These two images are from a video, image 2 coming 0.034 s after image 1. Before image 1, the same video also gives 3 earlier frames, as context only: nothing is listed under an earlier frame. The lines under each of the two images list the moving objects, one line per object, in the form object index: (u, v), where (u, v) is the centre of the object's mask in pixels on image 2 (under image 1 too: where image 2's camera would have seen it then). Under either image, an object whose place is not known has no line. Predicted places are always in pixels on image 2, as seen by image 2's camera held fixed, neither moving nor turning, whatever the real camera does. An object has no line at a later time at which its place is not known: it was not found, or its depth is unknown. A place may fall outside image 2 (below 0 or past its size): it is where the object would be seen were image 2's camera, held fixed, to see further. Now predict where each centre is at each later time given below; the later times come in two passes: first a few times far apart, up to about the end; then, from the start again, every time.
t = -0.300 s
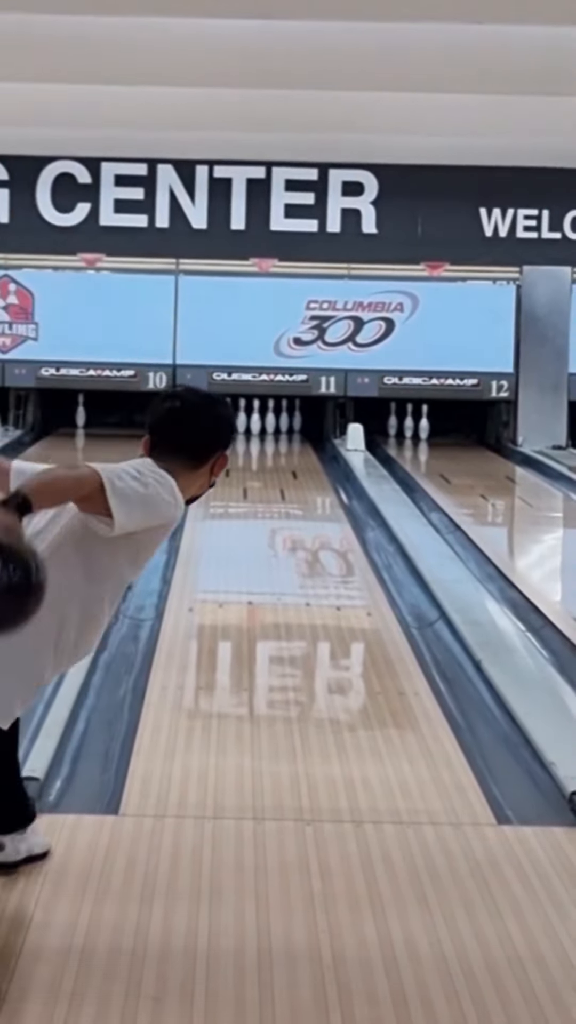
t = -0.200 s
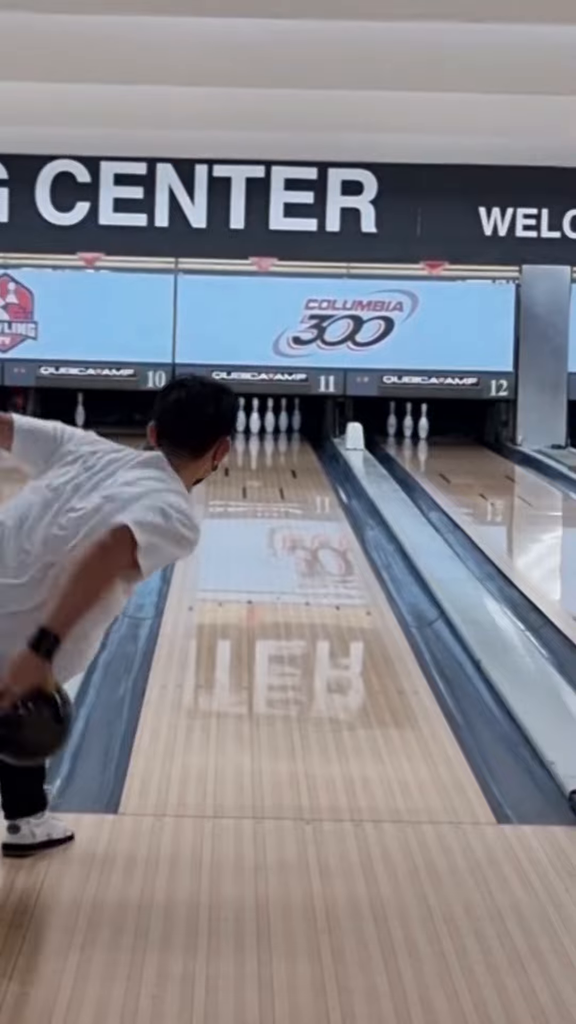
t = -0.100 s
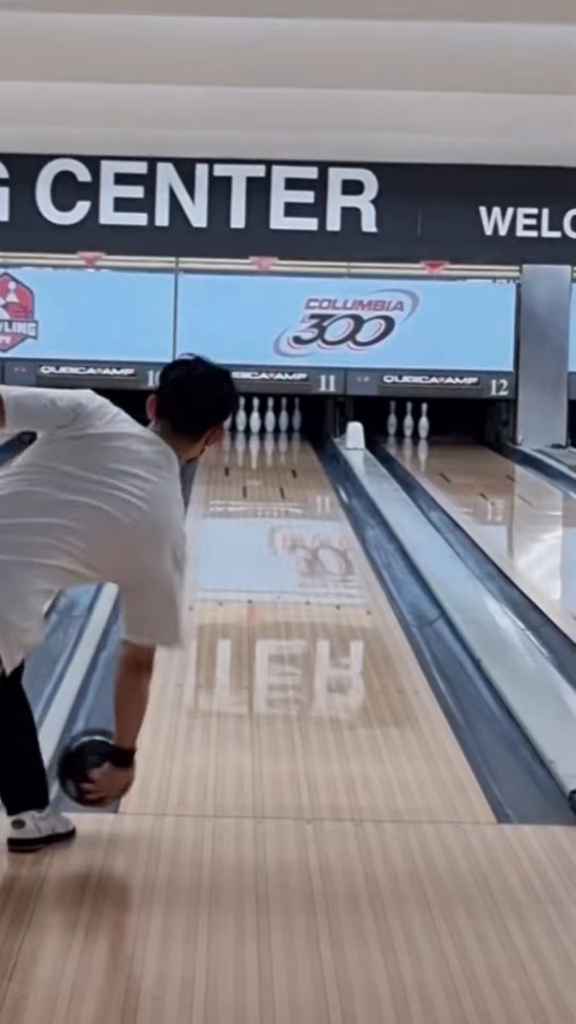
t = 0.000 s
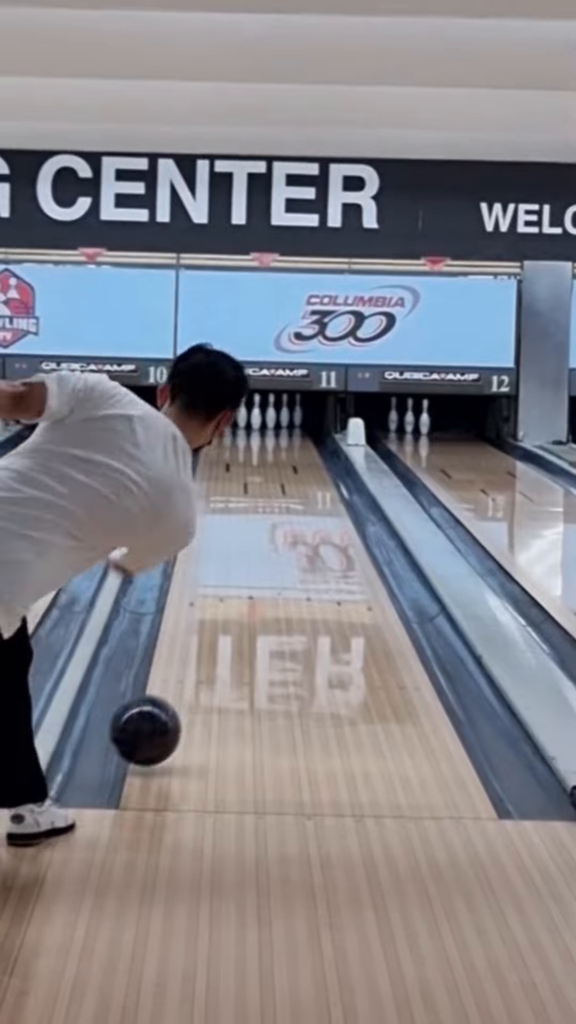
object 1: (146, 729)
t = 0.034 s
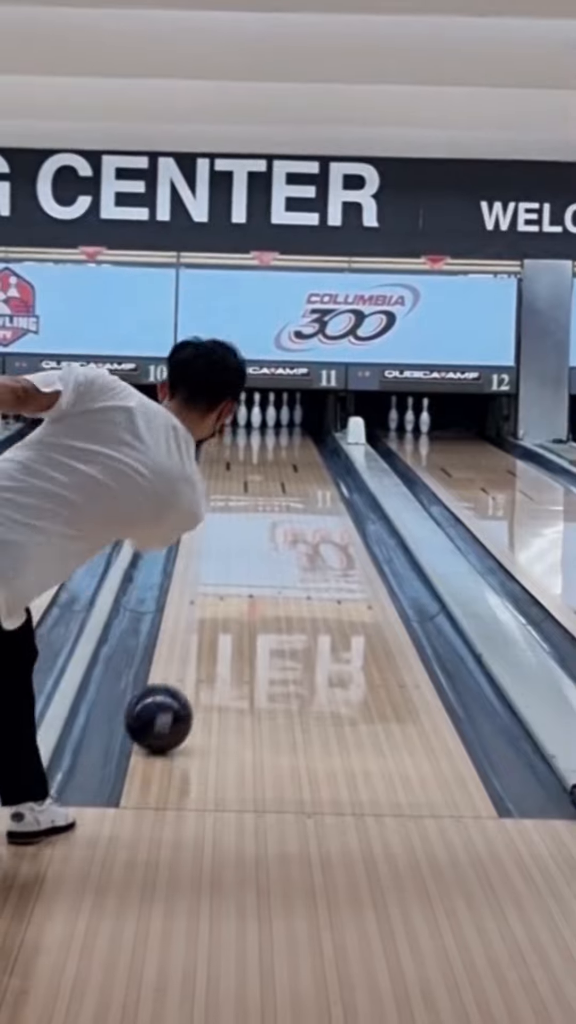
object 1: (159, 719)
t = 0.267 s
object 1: (222, 631)
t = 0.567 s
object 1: (271, 560)
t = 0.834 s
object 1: (298, 519)
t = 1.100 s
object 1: (314, 489)
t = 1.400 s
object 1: (320, 464)
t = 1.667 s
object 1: (314, 446)
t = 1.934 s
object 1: (296, 434)
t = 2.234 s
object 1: (270, 423)
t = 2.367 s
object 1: (260, 419)
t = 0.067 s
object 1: (170, 701)
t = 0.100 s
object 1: (180, 689)
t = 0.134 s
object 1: (190, 676)
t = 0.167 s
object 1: (199, 664)
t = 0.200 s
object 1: (207, 652)
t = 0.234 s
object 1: (215, 641)
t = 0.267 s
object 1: (222, 631)
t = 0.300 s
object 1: (229, 621)
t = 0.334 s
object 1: (235, 612)
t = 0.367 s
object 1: (241, 604)
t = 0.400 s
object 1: (247, 595)
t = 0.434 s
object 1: (252, 587)
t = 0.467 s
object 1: (257, 580)
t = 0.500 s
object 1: (262, 573)
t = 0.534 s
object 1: (267, 566)
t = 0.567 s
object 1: (271, 560)
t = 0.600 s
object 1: (275, 554)
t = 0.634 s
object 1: (279, 548)
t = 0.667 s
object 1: (282, 543)
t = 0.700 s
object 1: (286, 538)
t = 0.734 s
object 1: (289, 533)
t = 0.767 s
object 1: (292, 528)
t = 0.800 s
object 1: (295, 524)
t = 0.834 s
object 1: (298, 519)
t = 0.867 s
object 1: (300, 515)
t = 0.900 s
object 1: (303, 511)
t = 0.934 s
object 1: (305, 507)
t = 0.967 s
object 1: (307, 503)
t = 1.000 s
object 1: (309, 499)
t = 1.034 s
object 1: (311, 496)
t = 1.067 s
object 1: (313, 492)
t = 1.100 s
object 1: (314, 489)
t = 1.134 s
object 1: (316, 486)
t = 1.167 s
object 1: (317, 483)
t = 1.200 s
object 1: (318, 480)
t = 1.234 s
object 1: (319, 477)
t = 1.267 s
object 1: (319, 475)
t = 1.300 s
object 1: (320, 471)
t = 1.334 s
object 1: (321, 469)
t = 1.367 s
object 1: (320, 467)
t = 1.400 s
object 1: (320, 464)
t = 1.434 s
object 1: (321, 462)
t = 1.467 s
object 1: (320, 459)
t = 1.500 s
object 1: (320, 457)
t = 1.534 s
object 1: (319, 455)
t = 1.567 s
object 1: (318, 452)
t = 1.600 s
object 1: (317, 450)
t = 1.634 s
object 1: (316, 449)
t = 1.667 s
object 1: (314, 446)
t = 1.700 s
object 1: (313, 445)
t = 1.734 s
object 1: (311, 443)
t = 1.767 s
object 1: (308, 441)
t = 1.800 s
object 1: (306, 440)
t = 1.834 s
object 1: (303, 438)
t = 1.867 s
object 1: (301, 436)
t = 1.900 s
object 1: (299, 435)
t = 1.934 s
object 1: (296, 434)
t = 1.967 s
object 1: (291, 432)
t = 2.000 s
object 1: (290, 431)
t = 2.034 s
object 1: (287, 430)
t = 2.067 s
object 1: (283, 428)
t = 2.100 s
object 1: (280, 427)
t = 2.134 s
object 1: (277, 425)
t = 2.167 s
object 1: (273, 424)
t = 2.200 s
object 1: (271, 422)
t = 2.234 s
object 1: (270, 423)
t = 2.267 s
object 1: (266, 421)
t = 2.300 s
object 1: (264, 420)
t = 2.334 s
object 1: (264, 420)
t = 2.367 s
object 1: (260, 419)
